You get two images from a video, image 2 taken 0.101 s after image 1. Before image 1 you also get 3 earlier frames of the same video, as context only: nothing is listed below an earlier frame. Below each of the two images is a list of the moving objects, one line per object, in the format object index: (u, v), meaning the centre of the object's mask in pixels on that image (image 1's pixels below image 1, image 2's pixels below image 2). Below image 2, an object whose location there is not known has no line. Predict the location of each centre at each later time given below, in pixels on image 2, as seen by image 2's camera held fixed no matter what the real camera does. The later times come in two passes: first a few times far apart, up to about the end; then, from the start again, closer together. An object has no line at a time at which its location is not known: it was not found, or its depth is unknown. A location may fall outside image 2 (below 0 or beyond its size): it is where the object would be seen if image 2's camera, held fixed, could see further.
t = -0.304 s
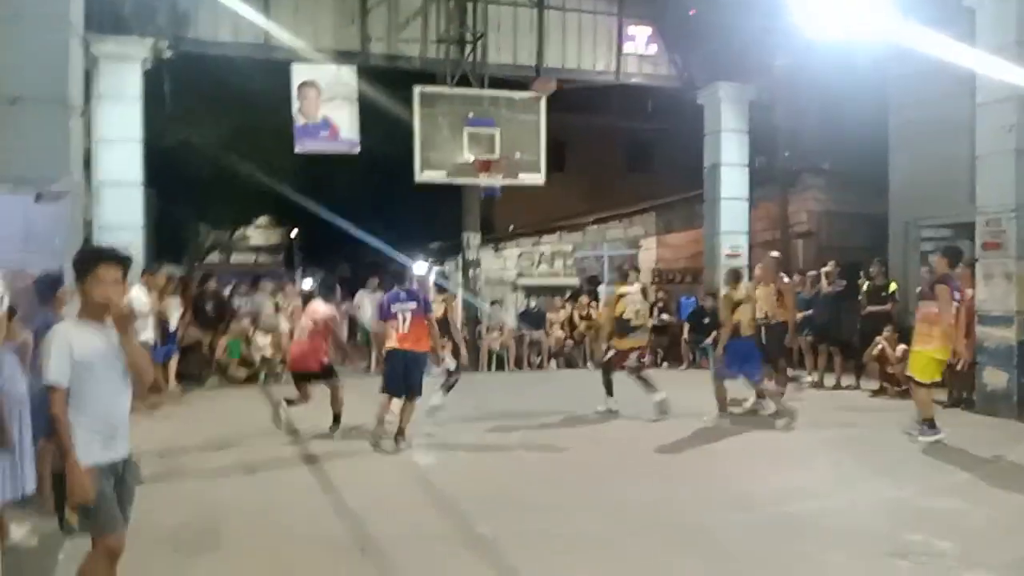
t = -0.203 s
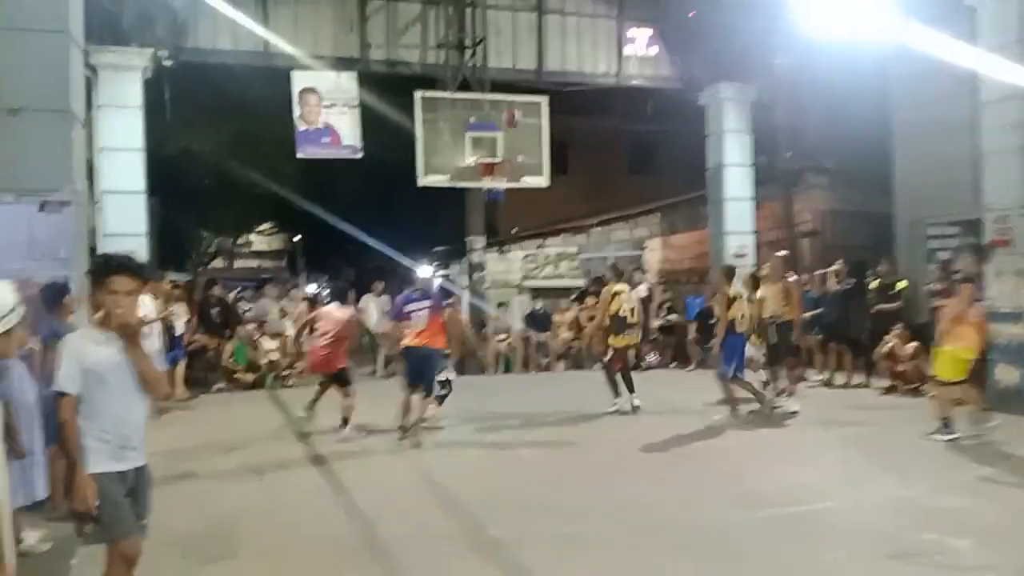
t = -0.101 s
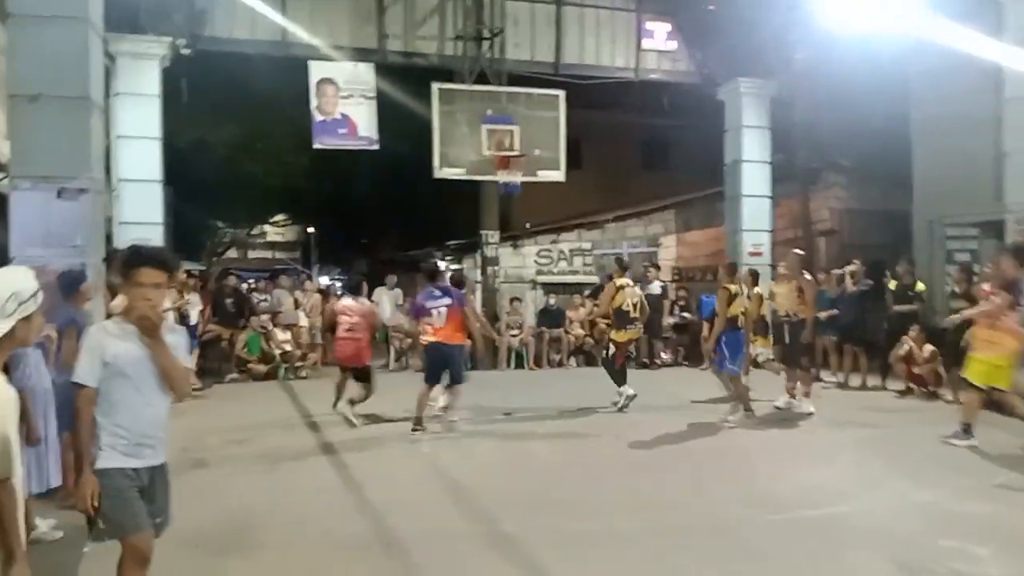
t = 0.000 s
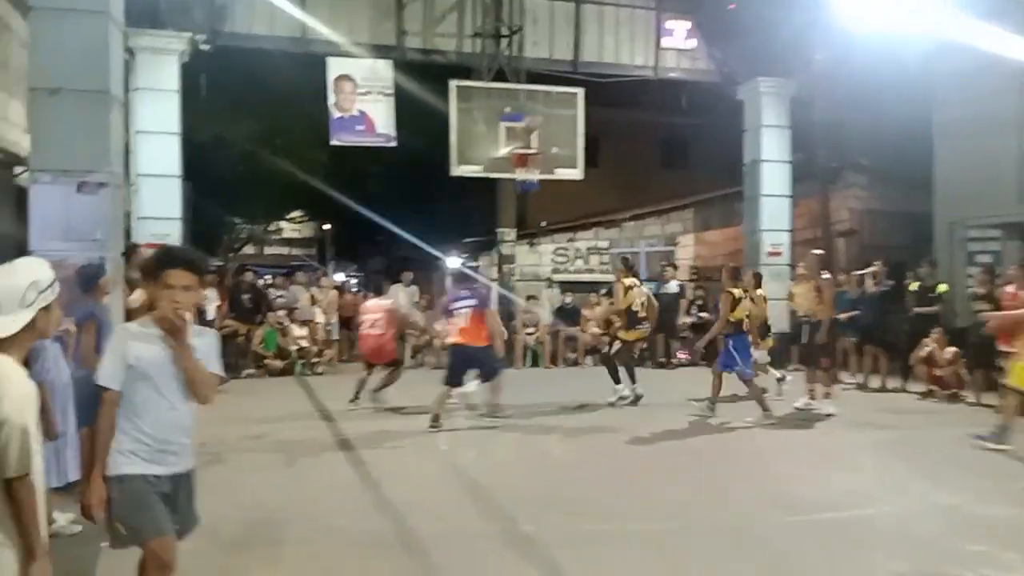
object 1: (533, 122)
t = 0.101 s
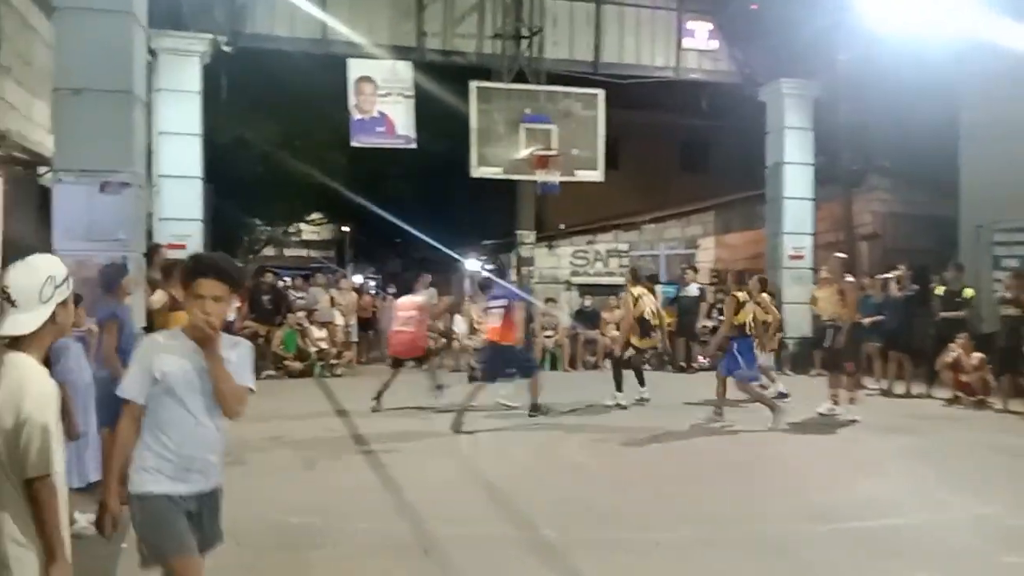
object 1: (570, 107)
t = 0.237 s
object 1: (599, 93)
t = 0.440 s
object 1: (630, 105)
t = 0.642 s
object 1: (673, 154)
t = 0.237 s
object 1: (599, 93)
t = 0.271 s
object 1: (602, 95)
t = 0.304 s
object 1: (607, 95)
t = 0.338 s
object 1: (614, 97)
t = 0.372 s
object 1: (619, 98)
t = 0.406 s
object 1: (624, 100)
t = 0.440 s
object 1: (630, 105)
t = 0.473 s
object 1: (637, 109)
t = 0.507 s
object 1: (642, 115)
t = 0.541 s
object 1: (654, 128)
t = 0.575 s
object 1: (662, 136)
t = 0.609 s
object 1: (668, 144)
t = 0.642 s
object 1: (673, 154)
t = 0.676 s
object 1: (679, 163)
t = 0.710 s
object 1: (684, 175)
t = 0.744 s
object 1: (690, 186)
